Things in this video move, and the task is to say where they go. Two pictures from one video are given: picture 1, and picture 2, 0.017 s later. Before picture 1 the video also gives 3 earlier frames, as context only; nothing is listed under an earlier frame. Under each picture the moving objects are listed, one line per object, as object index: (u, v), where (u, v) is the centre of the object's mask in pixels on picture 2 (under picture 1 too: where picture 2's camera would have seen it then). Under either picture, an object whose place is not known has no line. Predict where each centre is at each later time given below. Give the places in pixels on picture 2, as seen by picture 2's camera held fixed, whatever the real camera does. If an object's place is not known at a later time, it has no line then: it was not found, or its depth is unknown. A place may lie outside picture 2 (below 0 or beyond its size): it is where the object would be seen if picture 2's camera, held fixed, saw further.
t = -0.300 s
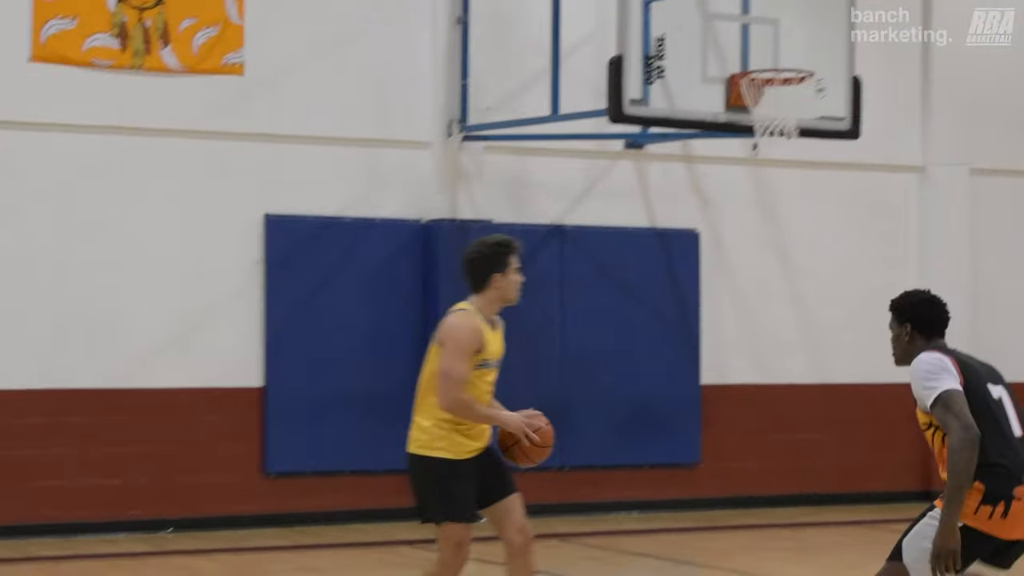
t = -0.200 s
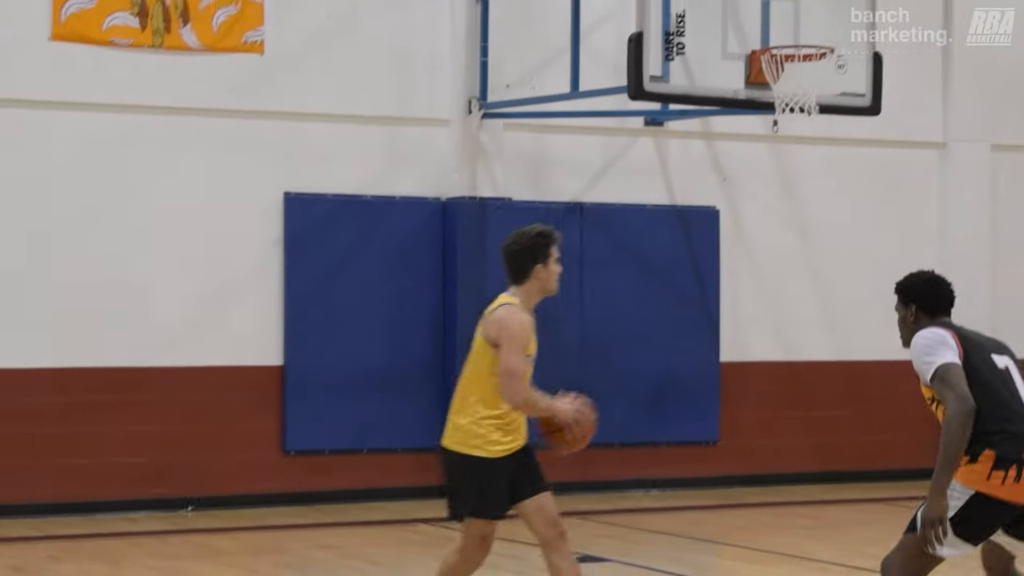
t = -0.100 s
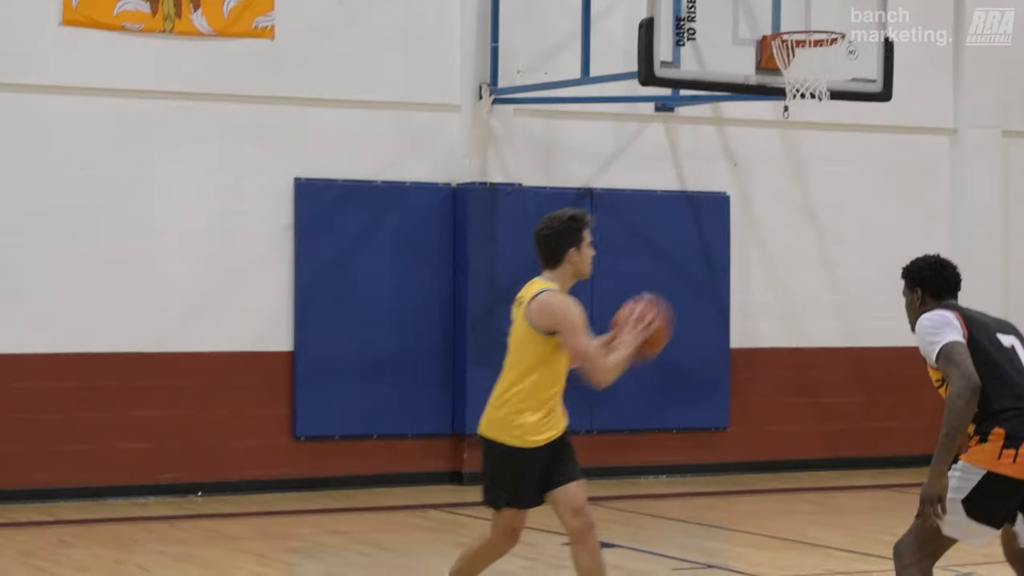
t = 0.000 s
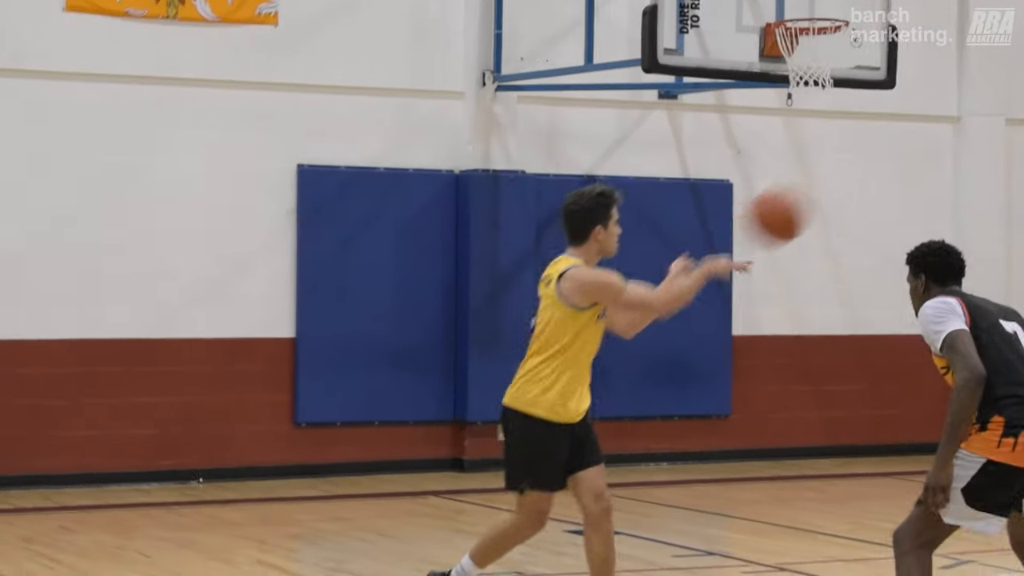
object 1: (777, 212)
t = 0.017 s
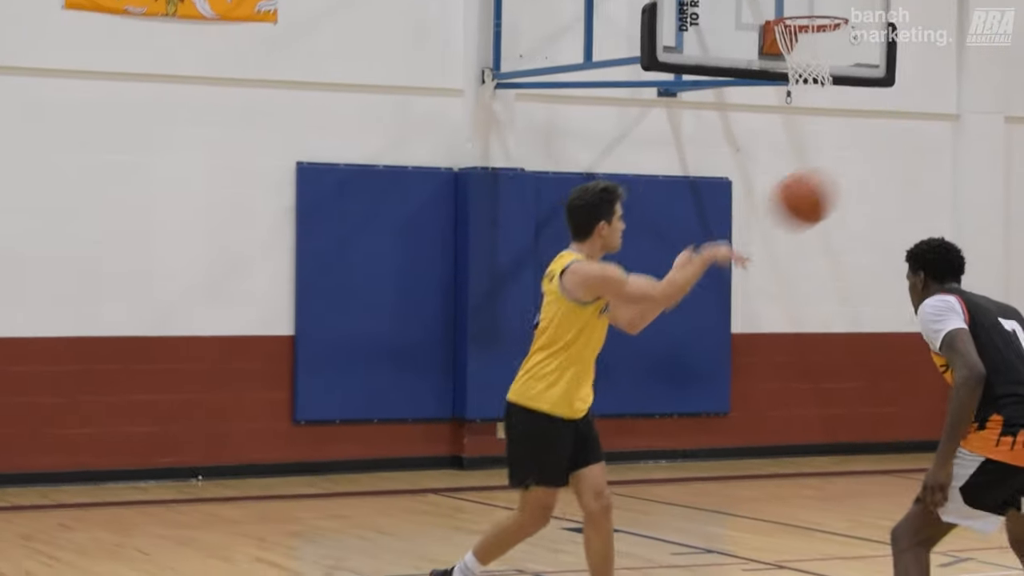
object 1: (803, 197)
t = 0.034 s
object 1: (829, 184)
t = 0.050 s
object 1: (857, 170)
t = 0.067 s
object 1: (884, 157)
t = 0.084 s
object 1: (910, 145)
